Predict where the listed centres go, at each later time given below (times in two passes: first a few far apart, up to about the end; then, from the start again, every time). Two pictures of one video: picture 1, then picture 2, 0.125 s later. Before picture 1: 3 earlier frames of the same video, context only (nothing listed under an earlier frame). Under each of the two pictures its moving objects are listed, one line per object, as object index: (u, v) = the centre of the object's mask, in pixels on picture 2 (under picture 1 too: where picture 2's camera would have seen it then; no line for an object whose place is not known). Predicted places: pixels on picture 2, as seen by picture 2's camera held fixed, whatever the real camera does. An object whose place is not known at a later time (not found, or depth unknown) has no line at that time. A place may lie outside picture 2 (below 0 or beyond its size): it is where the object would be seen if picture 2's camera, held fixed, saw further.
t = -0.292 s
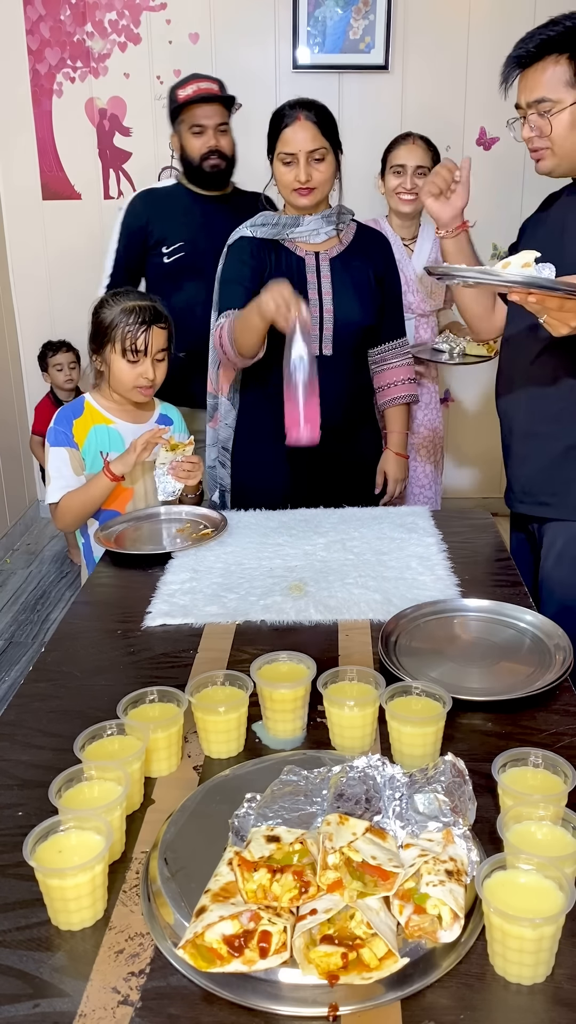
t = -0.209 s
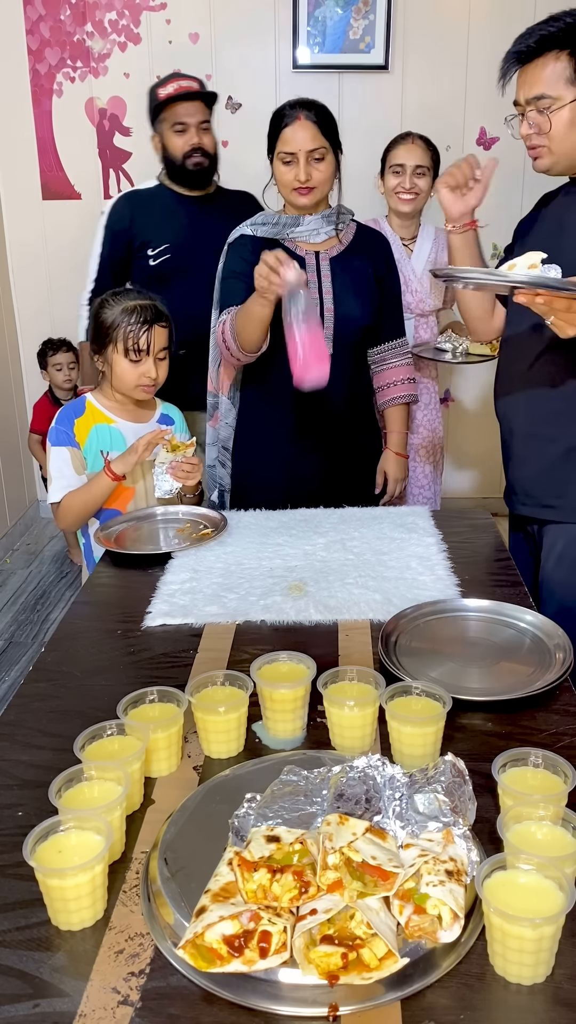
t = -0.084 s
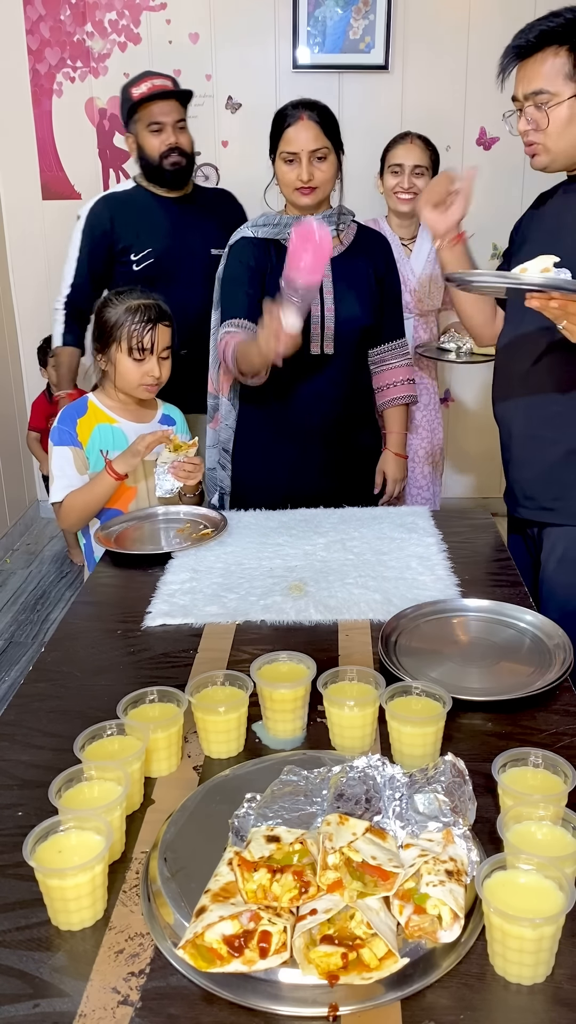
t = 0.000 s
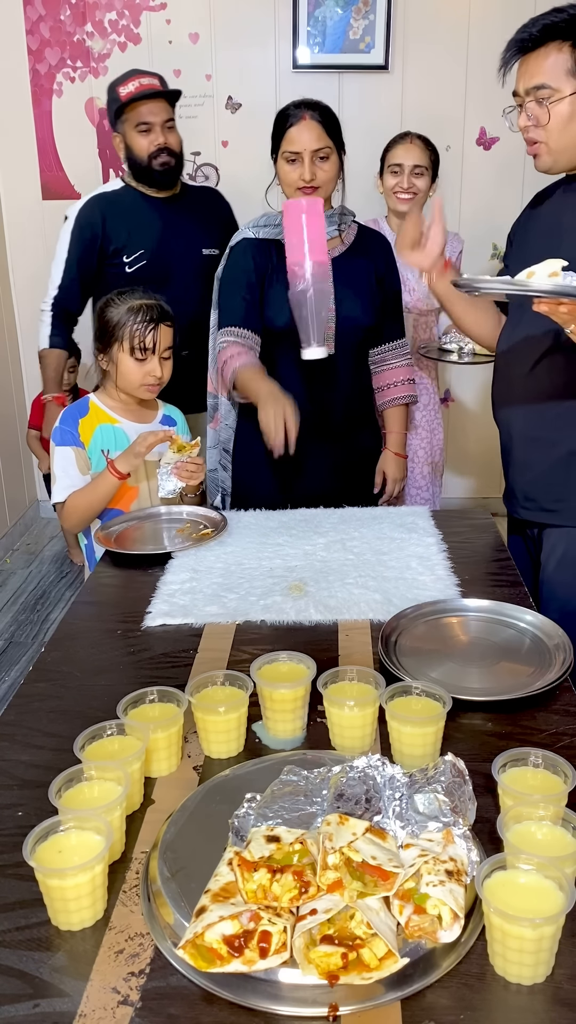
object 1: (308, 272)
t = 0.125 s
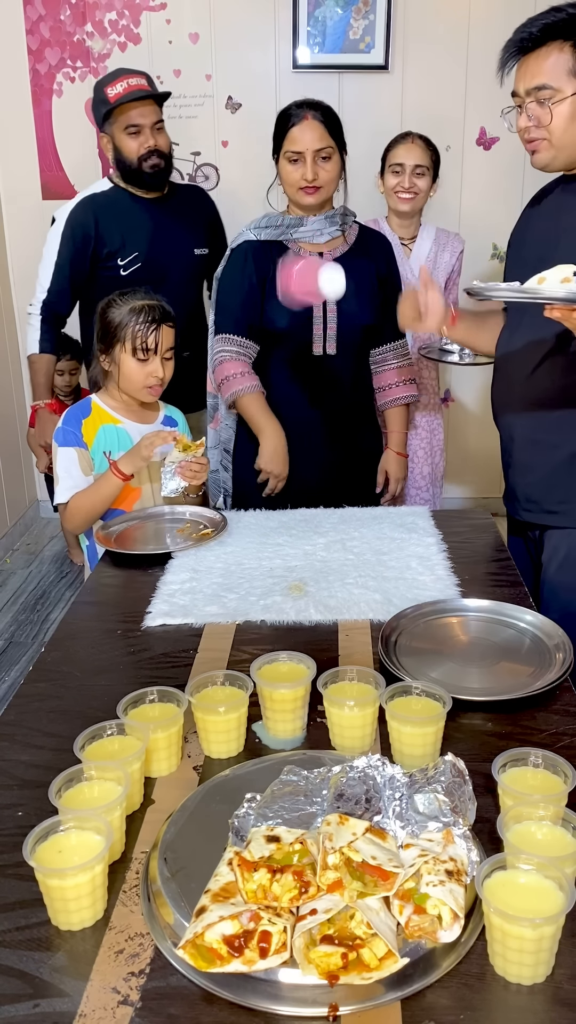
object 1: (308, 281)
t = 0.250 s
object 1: (306, 380)
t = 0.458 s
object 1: (302, 486)
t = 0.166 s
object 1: (308, 304)
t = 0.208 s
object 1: (307, 337)
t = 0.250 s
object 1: (306, 380)
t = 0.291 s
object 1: (304, 433)
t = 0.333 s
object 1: (302, 481)
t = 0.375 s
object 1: (300, 485)
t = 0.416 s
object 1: (301, 485)
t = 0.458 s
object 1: (302, 486)
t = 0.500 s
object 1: (303, 486)
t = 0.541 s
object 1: (303, 485)
